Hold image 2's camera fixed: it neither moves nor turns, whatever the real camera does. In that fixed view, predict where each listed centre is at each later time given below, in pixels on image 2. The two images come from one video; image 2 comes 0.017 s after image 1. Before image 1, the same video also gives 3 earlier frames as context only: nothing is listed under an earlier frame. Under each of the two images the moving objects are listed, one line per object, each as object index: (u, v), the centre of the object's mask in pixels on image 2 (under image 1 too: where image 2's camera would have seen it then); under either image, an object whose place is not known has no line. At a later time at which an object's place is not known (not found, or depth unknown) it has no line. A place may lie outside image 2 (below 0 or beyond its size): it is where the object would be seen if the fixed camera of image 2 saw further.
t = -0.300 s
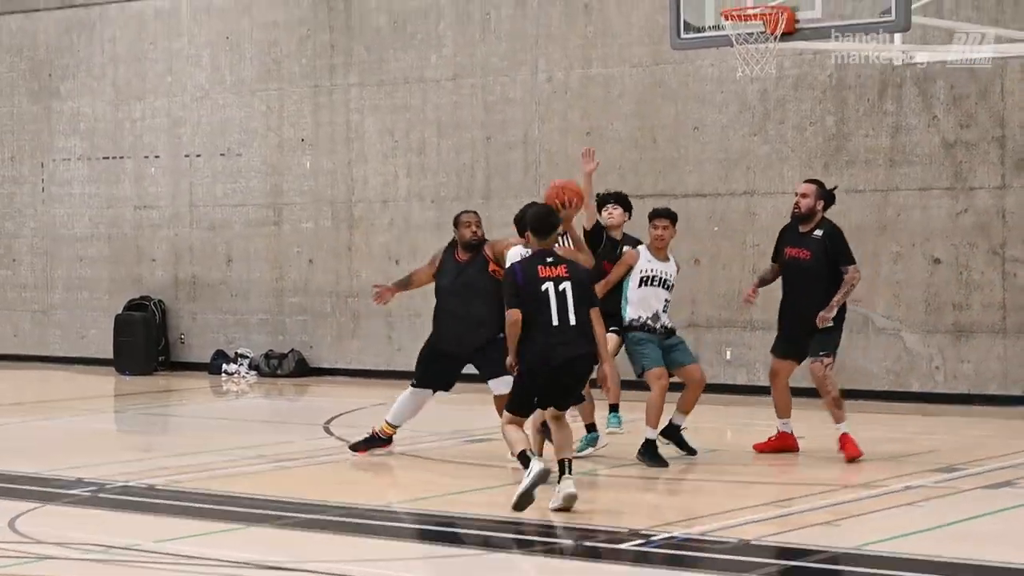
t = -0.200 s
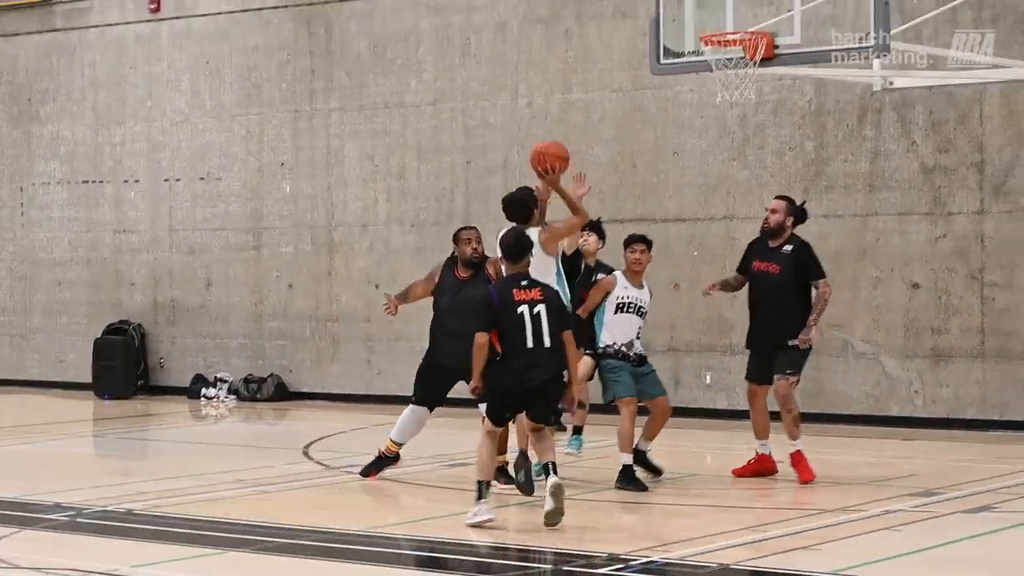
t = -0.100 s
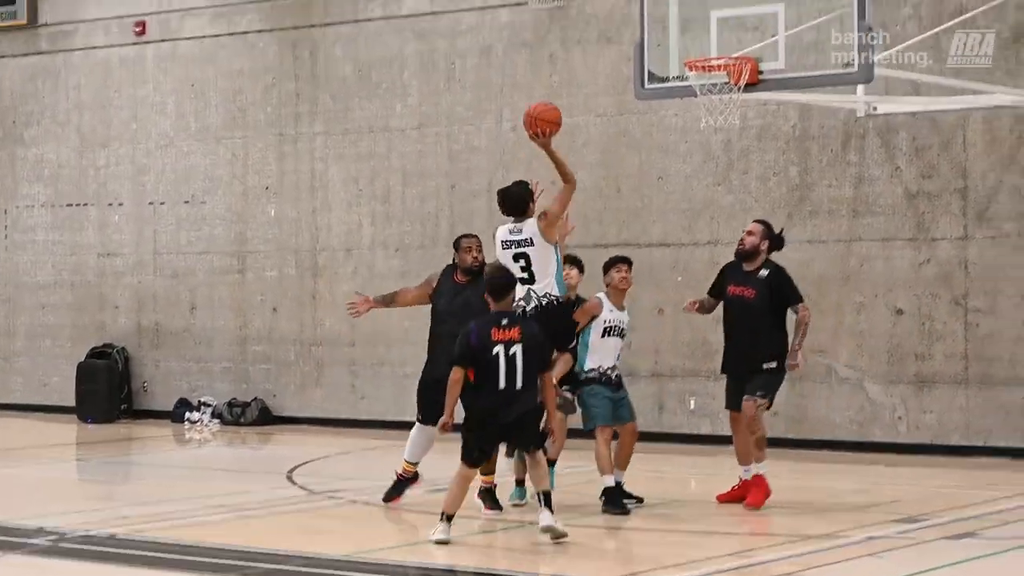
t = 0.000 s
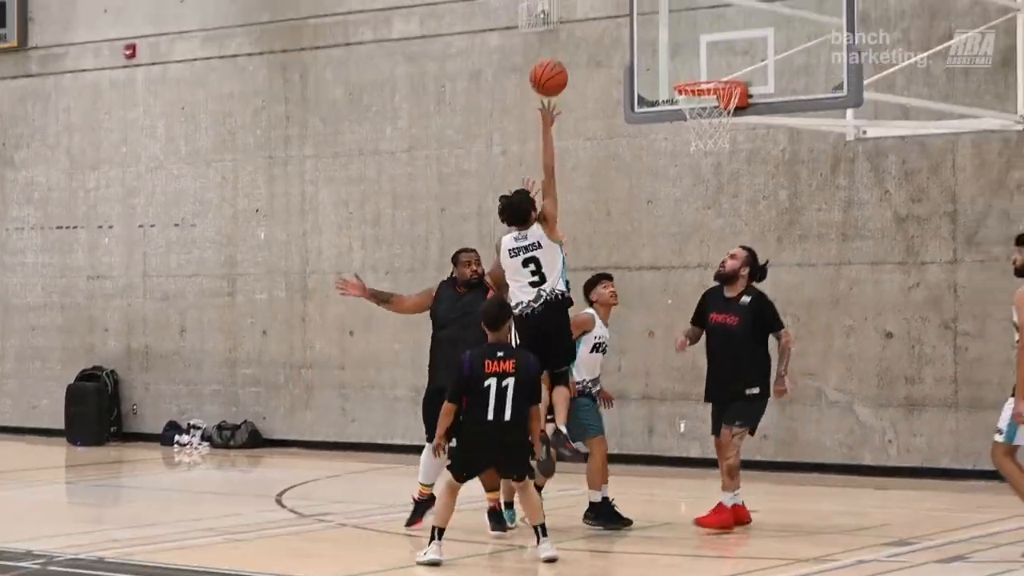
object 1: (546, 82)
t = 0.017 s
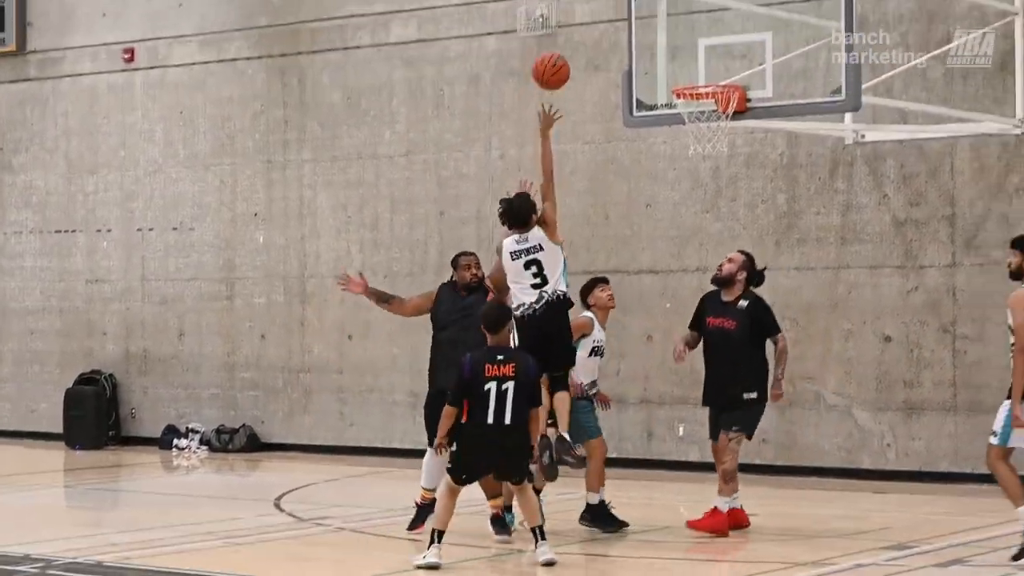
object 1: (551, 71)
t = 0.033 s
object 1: (554, 61)
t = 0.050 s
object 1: (559, 51)
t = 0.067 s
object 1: (562, 42)
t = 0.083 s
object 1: (566, 33)
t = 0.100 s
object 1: (570, 26)
